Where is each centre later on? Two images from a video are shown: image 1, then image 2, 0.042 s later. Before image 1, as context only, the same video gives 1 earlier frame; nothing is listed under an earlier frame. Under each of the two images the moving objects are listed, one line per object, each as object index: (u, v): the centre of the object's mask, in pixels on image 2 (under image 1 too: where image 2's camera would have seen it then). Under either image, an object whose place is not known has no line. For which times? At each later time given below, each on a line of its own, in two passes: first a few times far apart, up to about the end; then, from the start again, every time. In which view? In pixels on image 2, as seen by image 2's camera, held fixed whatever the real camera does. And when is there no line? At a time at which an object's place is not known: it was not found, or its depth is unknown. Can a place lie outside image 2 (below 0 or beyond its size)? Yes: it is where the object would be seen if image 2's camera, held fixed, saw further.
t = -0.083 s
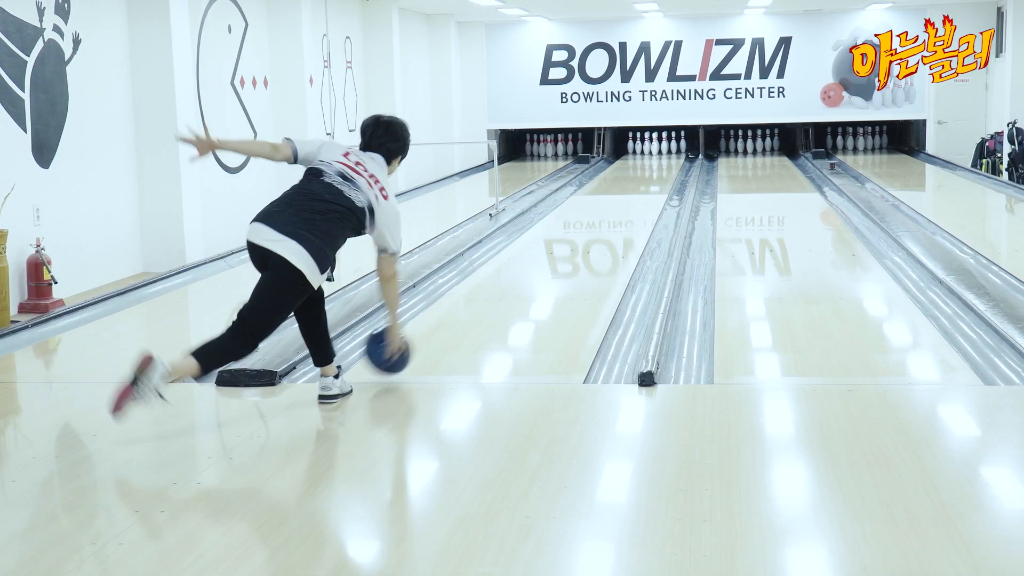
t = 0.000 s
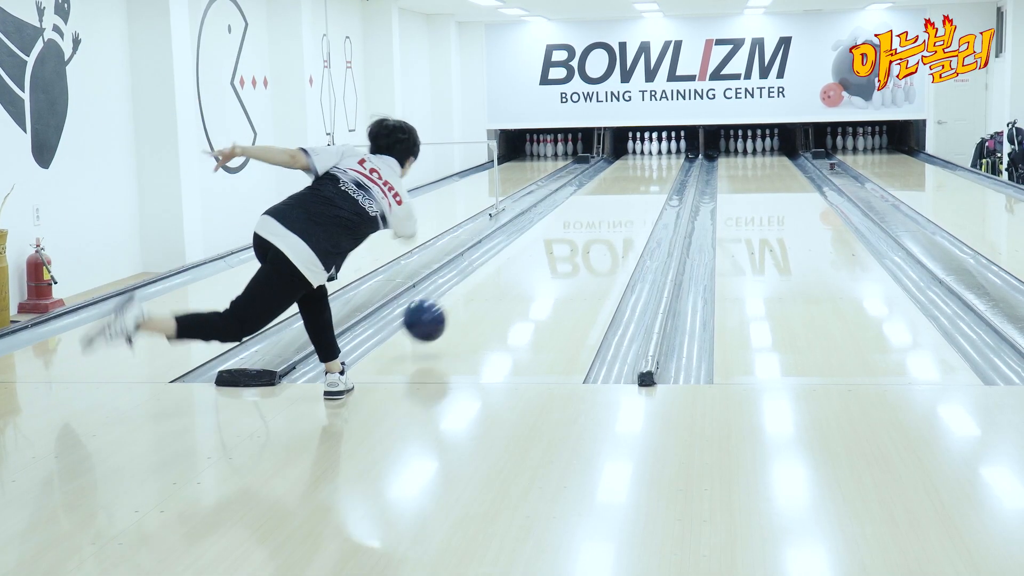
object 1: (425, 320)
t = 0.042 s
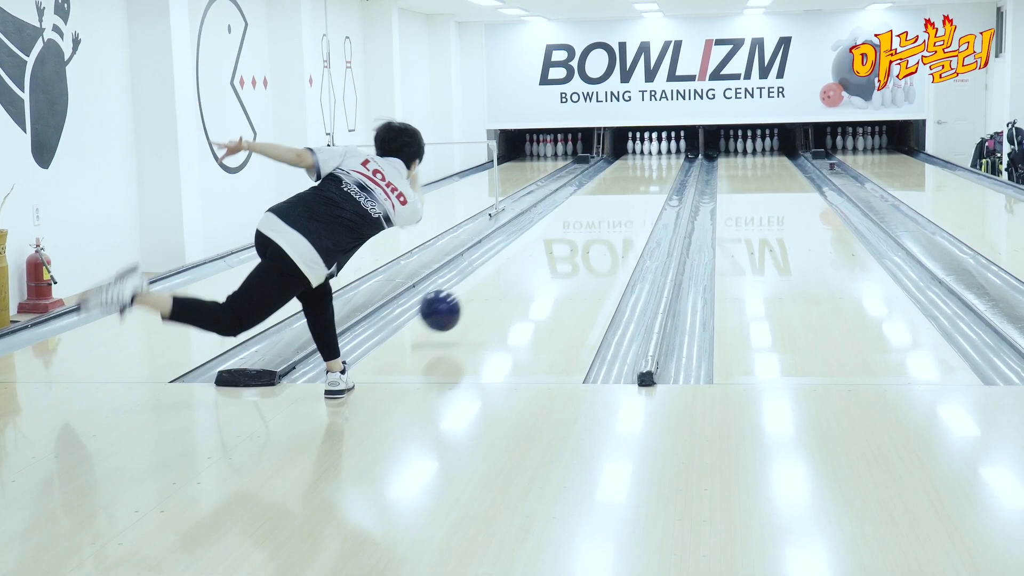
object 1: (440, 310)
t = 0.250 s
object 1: (503, 280)
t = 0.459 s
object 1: (547, 250)
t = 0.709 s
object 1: (584, 225)
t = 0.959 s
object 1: (610, 206)
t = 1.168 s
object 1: (627, 194)
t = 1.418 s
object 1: (642, 182)
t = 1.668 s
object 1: (653, 173)
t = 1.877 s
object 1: (660, 166)
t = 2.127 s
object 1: (665, 159)
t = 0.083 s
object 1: (455, 304)
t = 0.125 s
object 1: (469, 302)
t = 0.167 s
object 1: (481, 293)
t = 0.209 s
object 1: (493, 287)
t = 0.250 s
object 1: (503, 280)
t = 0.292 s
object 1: (513, 273)
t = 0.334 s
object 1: (523, 267)
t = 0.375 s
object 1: (531, 261)
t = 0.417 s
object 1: (539, 255)
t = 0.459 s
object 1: (547, 250)
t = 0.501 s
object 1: (554, 246)
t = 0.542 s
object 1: (561, 241)
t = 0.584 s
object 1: (567, 237)
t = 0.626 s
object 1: (573, 233)
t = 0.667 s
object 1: (579, 229)
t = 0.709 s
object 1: (584, 225)
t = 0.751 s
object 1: (589, 221)
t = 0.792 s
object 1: (594, 218)
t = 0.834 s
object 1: (598, 215)
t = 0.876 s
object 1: (602, 212)
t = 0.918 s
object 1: (606, 209)
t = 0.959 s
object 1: (610, 206)
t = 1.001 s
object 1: (614, 204)
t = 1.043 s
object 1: (617, 201)
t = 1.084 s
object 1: (621, 198)
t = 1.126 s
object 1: (624, 196)
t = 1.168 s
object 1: (627, 194)
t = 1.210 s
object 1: (629, 192)
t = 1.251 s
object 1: (632, 190)
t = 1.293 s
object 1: (635, 188)
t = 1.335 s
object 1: (637, 186)
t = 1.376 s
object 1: (640, 184)
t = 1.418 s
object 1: (642, 182)
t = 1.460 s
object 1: (644, 180)
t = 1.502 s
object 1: (646, 179)
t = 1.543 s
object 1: (648, 177)
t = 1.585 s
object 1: (650, 176)
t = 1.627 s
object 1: (652, 174)
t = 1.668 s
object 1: (653, 173)
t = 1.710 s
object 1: (655, 171)
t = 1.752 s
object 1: (656, 170)
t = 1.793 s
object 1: (658, 169)
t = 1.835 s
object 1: (659, 167)
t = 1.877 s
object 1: (660, 166)
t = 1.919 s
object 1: (661, 165)
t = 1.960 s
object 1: (662, 164)
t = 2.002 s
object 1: (663, 163)
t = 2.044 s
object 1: (664, 161)
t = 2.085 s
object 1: (664, 161)
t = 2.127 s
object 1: (665, 159)
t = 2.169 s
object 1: (666, 159)
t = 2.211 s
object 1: (666, 157)
